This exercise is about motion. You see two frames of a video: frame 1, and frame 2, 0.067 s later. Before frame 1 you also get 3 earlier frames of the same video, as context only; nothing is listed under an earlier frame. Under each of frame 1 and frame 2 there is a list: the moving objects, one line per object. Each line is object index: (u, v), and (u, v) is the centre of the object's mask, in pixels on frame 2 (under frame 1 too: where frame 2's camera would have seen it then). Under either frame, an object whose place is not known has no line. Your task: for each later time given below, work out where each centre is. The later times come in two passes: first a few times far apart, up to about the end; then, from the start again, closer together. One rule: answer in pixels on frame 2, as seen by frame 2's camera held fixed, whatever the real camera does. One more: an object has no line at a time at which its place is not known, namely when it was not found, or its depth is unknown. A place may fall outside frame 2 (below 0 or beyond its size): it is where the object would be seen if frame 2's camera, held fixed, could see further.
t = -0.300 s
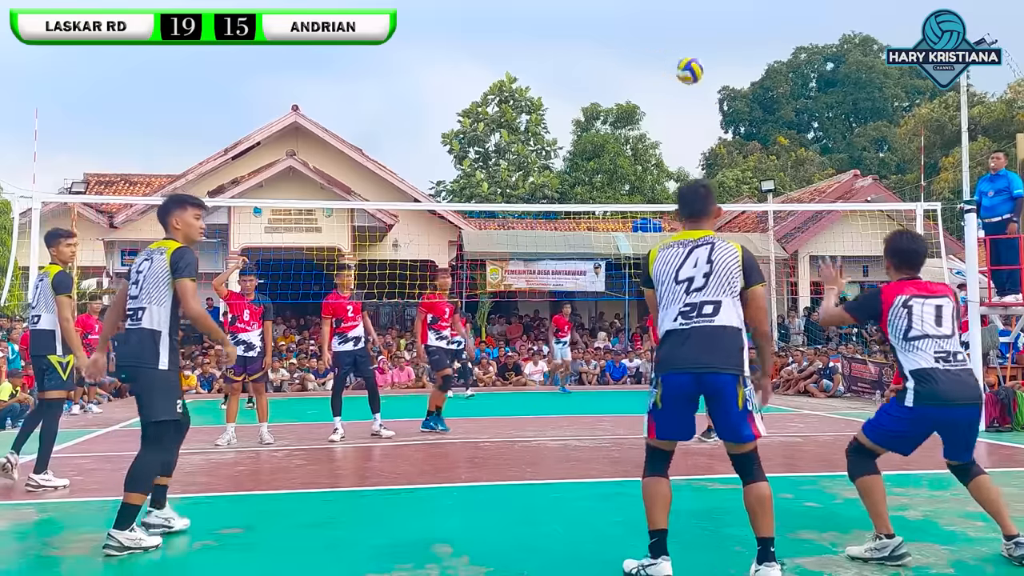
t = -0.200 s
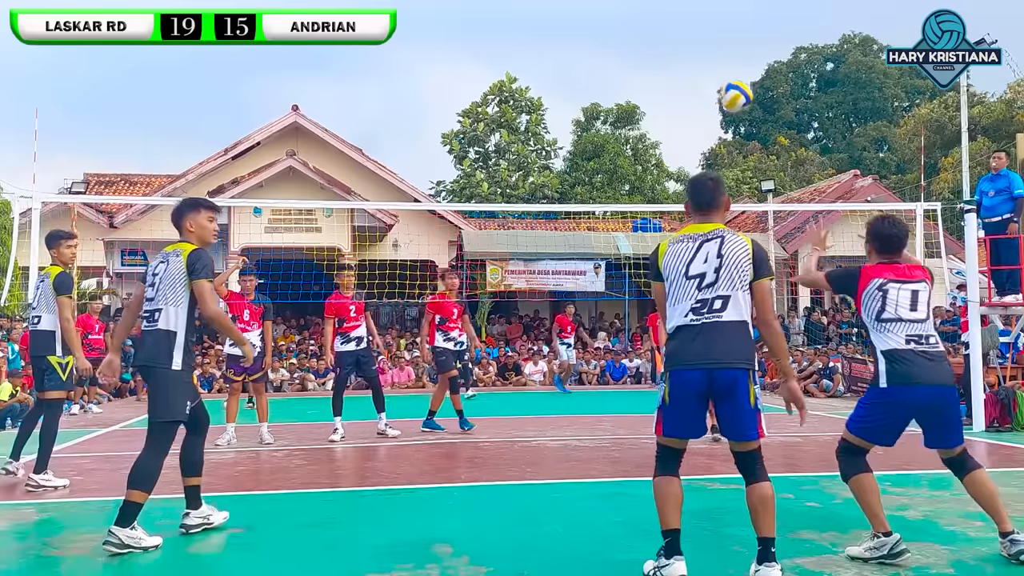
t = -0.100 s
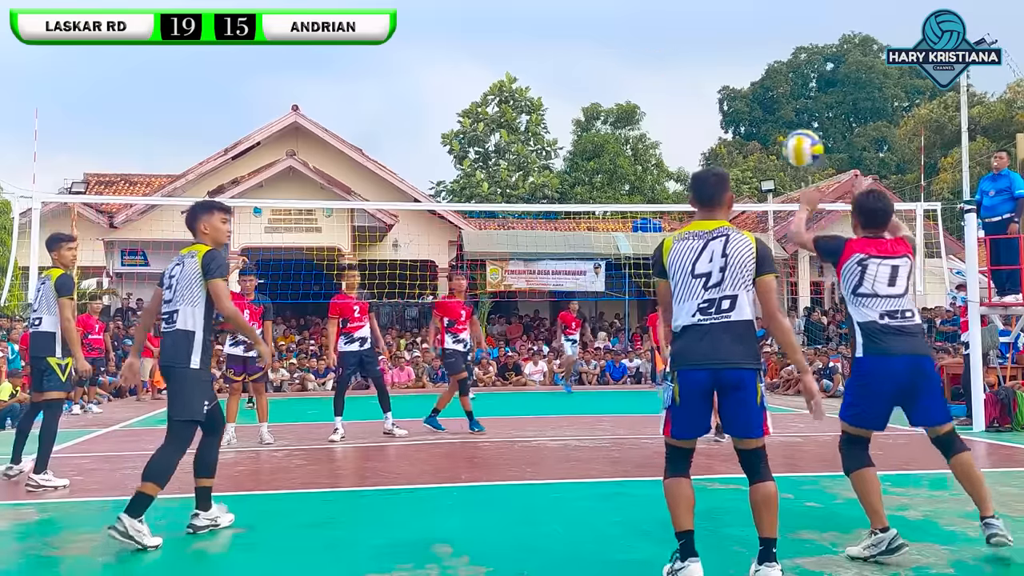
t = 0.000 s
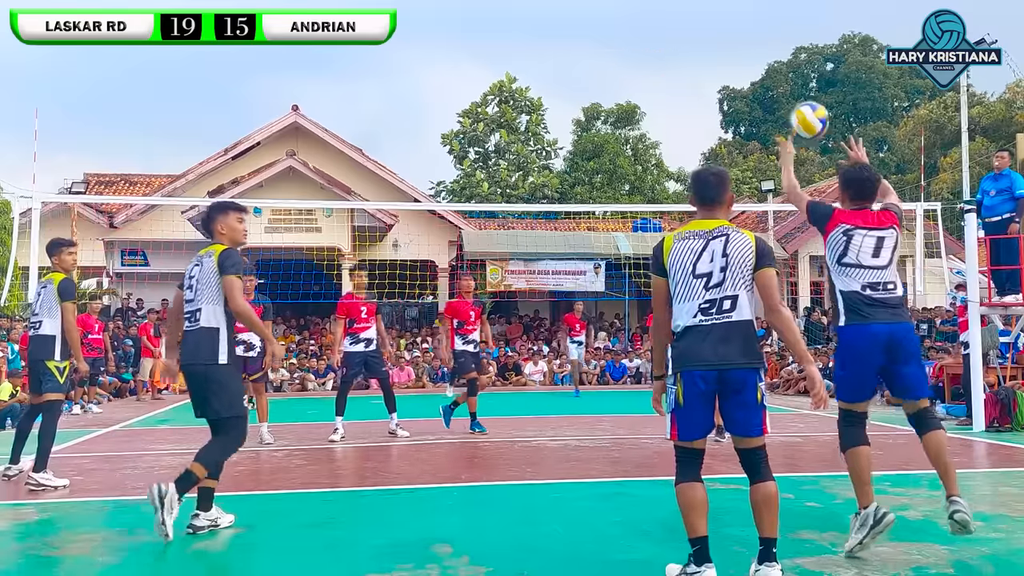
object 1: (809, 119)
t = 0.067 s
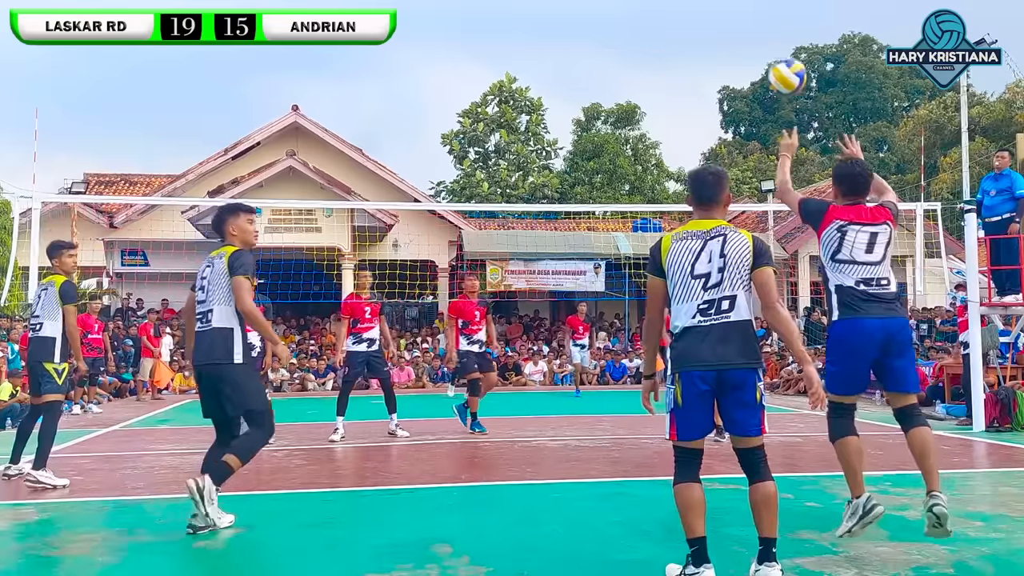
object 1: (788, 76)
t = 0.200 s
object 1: (750, 21)
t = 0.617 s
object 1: (668, 36)
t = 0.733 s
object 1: (653, 74)
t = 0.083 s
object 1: (783, 67)
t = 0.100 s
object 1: (778, 59)
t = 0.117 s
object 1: (773, 51)
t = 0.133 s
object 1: (768, 44)
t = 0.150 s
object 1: (763, 37)
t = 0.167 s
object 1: (759, 31)
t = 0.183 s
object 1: (755, 26)
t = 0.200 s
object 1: (750, 21)
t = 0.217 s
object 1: (746, 17)
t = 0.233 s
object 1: (742, 14)
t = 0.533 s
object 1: (682, 17)
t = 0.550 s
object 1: (679, 20)
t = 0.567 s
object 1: (676, 23)
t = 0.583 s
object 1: (674, 27)
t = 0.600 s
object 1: (671, 32)
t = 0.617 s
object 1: (668, 36)
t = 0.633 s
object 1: (666, 41)
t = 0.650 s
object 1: (664, 46)
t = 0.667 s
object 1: (661, 51)
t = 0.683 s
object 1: (659, 56)
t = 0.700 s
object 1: (657, 62)
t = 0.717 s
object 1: (655, 68)
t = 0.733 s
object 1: (653, 74)
